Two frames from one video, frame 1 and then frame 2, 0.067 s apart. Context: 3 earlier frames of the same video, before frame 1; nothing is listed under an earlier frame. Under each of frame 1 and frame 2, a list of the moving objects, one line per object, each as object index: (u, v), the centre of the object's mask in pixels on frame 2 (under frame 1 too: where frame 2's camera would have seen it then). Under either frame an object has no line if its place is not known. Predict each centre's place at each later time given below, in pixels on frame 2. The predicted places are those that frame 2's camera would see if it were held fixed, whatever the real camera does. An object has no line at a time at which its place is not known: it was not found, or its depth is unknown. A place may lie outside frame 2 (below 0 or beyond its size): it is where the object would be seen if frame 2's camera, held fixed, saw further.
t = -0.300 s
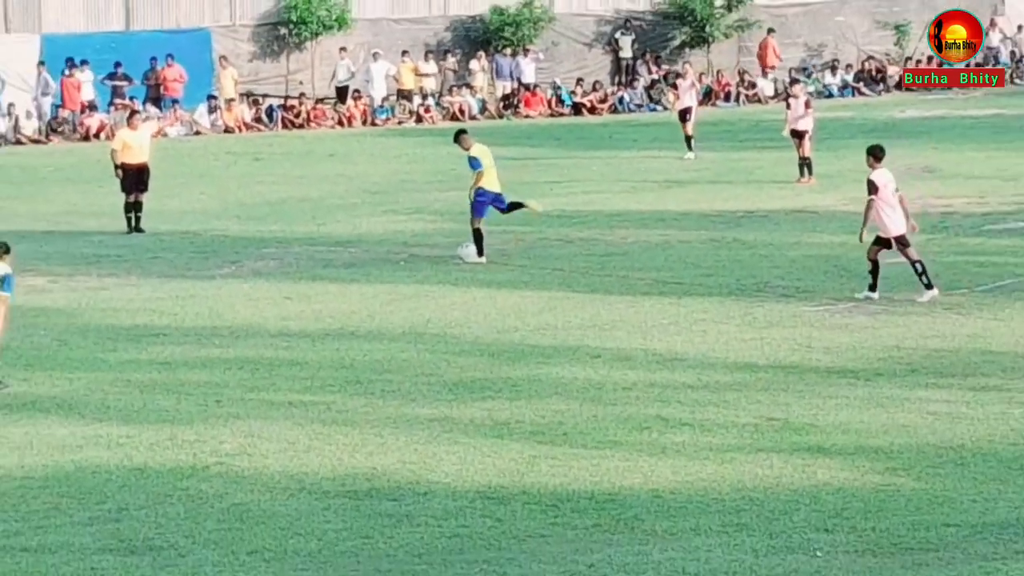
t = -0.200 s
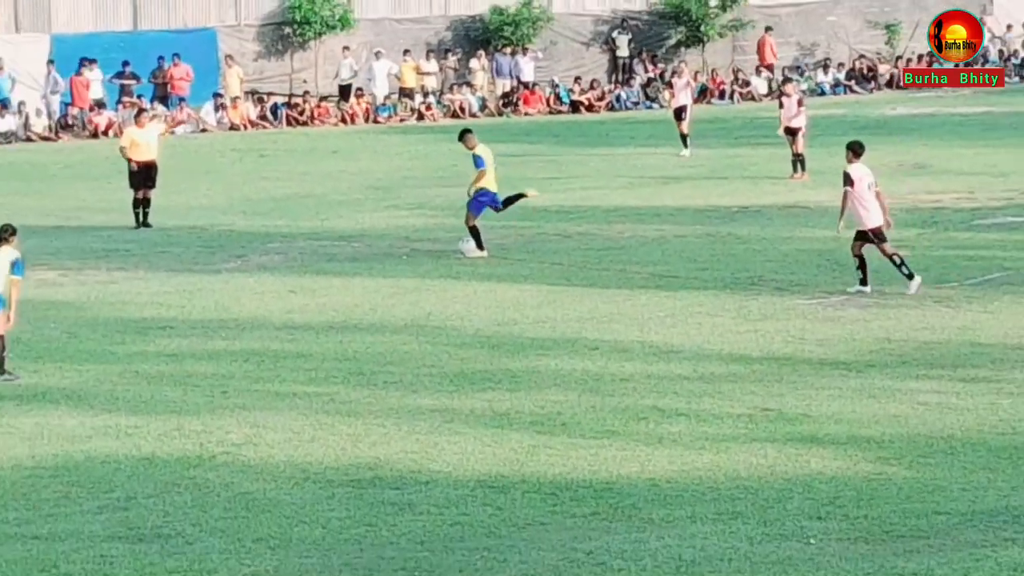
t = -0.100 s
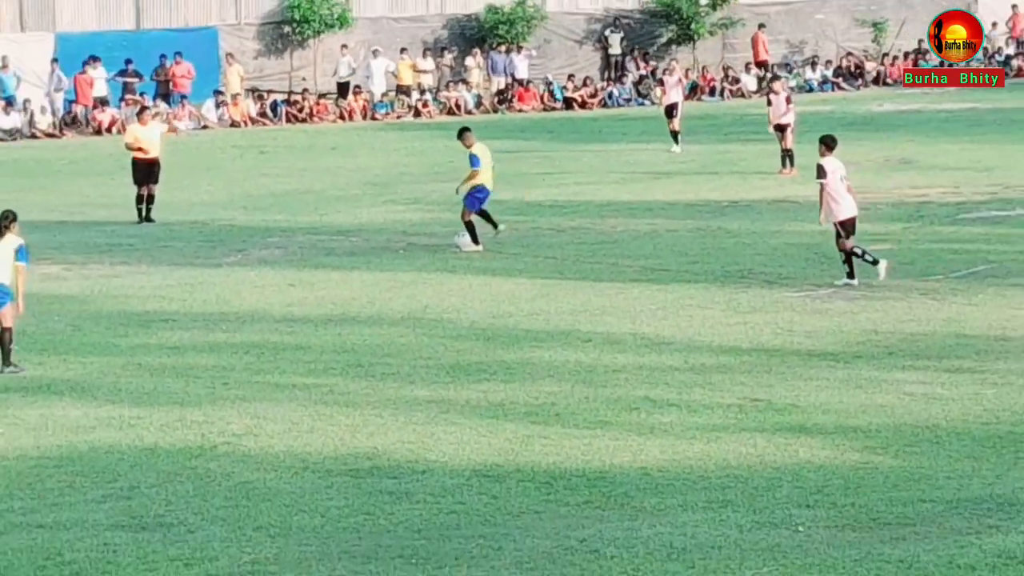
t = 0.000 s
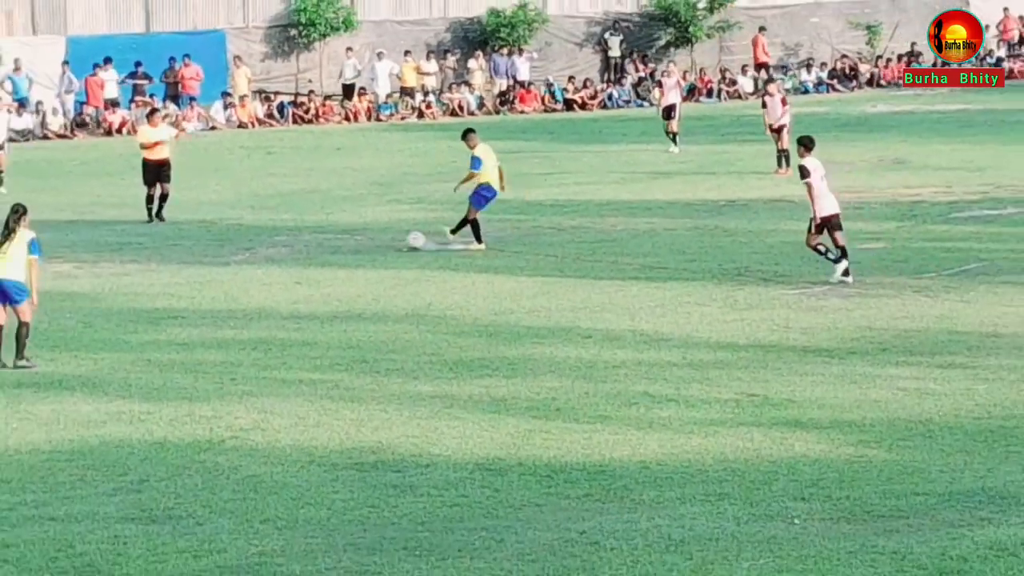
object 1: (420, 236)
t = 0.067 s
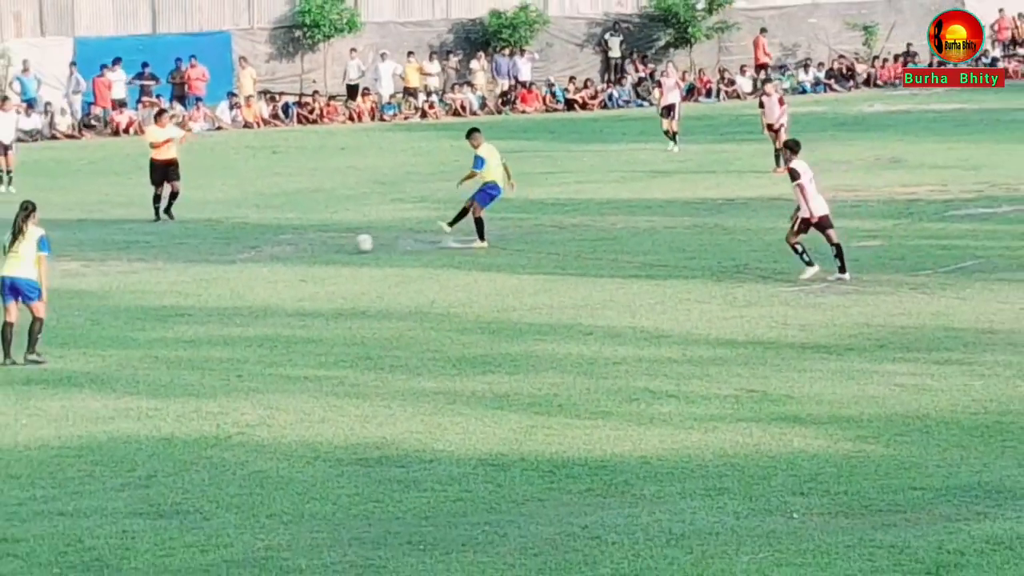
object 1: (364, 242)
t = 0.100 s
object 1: (337, 246)
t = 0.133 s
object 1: (309, 251)
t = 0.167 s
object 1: (284, 253)
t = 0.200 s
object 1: (261, 253)
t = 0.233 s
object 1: (239, 253)
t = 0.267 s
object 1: (215, 257)
